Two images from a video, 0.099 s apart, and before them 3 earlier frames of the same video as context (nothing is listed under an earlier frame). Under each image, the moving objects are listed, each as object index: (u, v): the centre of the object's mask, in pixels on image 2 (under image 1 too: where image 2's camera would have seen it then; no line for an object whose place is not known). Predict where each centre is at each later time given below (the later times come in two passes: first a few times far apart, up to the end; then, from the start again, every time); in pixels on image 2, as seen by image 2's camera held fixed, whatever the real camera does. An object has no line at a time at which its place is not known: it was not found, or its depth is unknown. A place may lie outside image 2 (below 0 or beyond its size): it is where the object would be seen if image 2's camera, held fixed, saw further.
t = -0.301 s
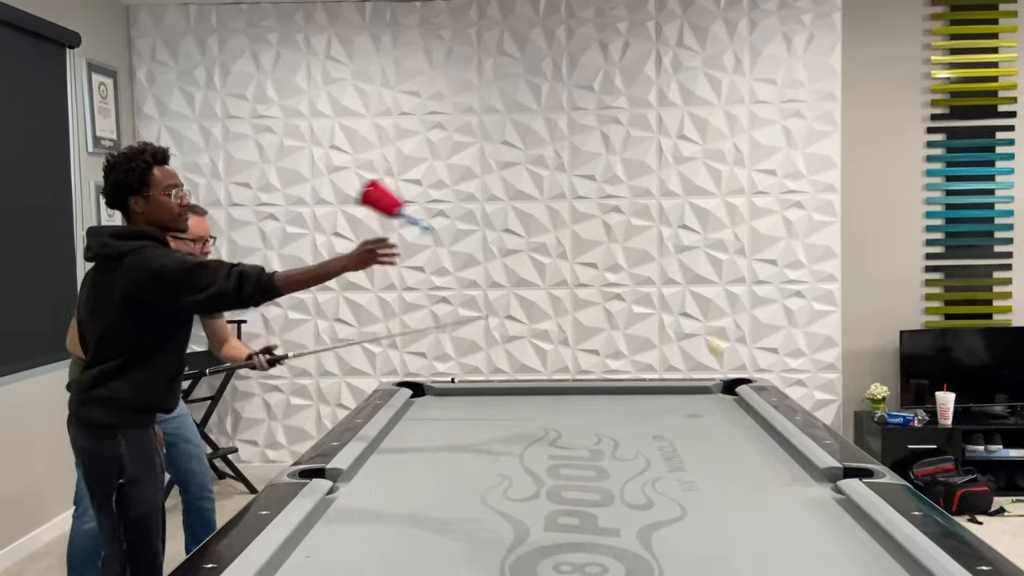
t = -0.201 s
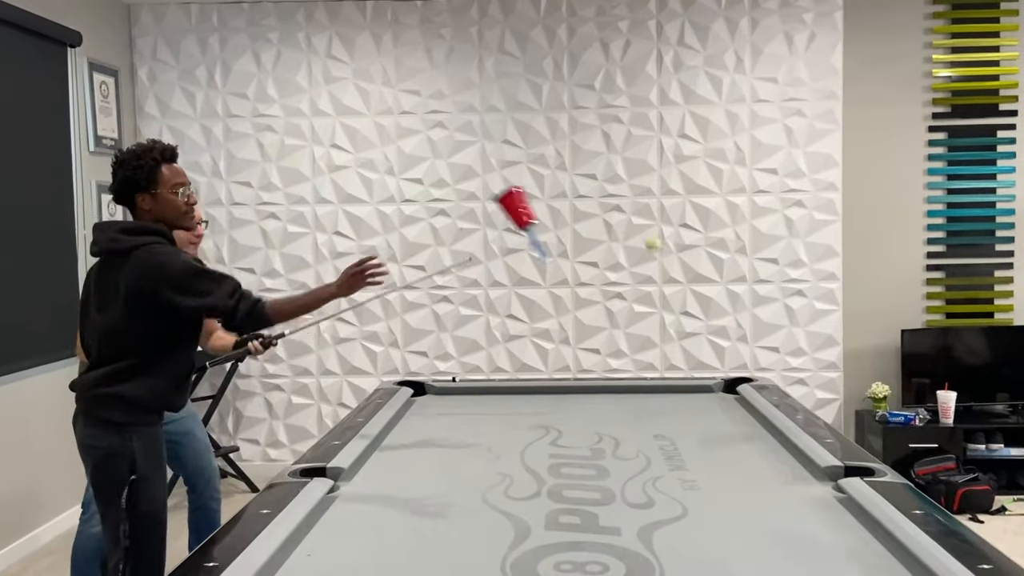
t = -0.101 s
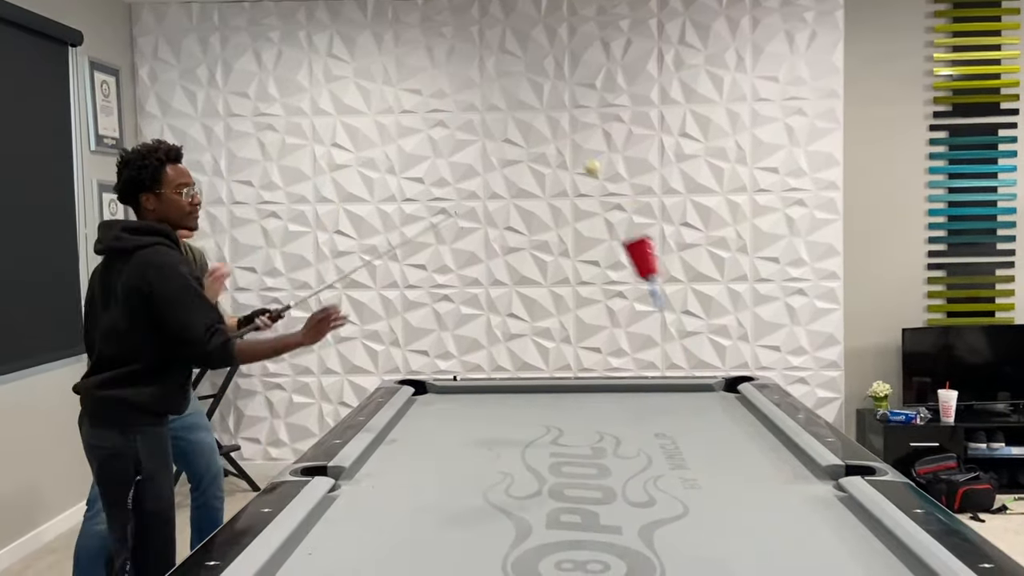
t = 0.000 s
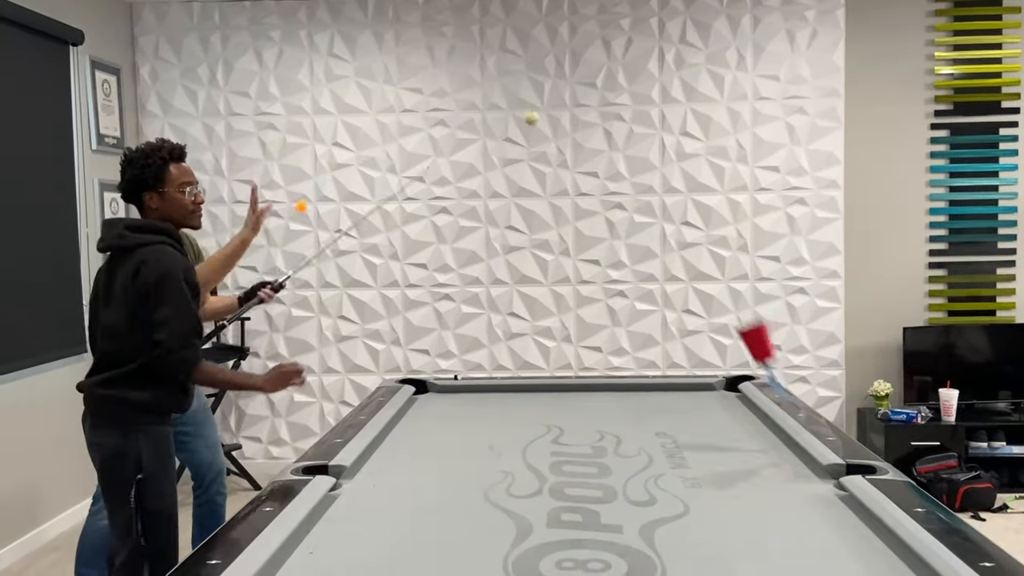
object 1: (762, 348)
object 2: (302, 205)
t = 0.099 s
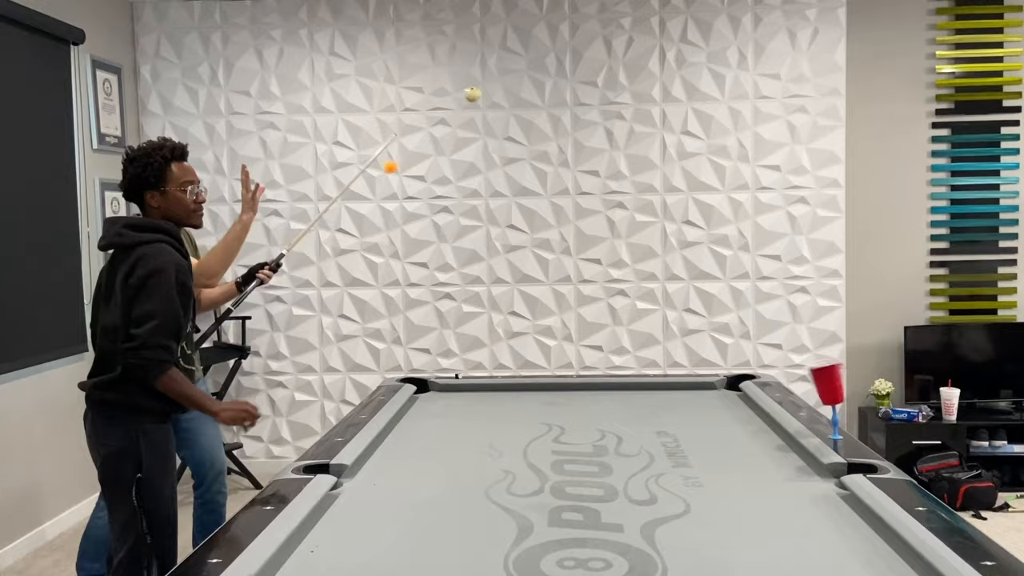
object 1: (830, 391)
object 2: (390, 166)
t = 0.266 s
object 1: (865, 400)
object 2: (550, 169)
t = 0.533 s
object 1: (818, 390)
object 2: (843, 379)
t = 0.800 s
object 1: (850, 390)
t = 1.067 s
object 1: (829, 387)
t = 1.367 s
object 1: (843, 388)
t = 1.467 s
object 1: (839, 388)
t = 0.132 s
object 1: (841, 390)
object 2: (421, 160)
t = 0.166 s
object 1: (852, 391)
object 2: (451, 158)
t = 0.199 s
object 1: (859, 396)
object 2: (483, 158)
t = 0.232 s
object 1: (864, 399)
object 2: (517, 161)
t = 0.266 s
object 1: (865, 400)
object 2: (550, 169)
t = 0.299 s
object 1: (864, 399)
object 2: (583, 180)
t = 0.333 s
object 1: (860, 396)
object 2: (619, 196)
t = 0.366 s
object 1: (854, 392)
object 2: (654, 214)
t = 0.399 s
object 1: (846, 390)
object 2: (690, 239)
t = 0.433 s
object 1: (837, 389)
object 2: (728, 267)
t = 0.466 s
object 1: (828, 389)
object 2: (765, 300)
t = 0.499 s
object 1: (823, 392)
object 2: (804, 337)
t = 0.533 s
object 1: (818, 390)
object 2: (843, 379)
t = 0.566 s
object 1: (817, 390)
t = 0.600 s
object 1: (818, 390)
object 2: (923, 478)
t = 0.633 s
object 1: (823, 389)
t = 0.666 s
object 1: (829, 389)
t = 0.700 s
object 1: (835, 388)
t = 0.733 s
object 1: (841, 388)
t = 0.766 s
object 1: (846, 389)
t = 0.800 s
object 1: (850, 390)
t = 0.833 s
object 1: (851, 391)
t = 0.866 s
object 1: (851, 391)
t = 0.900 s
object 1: (848, 390)
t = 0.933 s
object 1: (845, 388)
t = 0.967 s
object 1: (841, 388)
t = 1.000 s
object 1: (836, 388)
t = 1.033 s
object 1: (832, 387)
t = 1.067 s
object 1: (829, 387)
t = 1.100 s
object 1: (828, 388)
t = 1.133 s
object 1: (828, 388)
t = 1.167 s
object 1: (829, 387)
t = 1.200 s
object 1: (832, 386)
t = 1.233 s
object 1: (835, 386)
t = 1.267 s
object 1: (838, 387)
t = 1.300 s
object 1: (841, 387)
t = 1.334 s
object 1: (842, 388)
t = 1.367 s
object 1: (843, 388)
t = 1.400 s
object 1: (842, 388)
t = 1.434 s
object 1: (841, 388)
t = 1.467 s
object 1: (839, 388)
